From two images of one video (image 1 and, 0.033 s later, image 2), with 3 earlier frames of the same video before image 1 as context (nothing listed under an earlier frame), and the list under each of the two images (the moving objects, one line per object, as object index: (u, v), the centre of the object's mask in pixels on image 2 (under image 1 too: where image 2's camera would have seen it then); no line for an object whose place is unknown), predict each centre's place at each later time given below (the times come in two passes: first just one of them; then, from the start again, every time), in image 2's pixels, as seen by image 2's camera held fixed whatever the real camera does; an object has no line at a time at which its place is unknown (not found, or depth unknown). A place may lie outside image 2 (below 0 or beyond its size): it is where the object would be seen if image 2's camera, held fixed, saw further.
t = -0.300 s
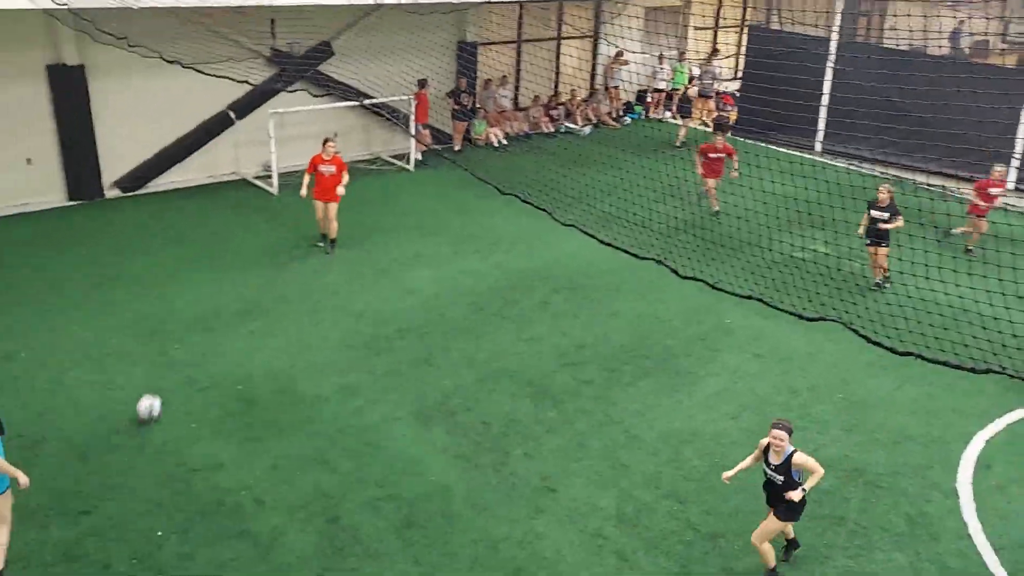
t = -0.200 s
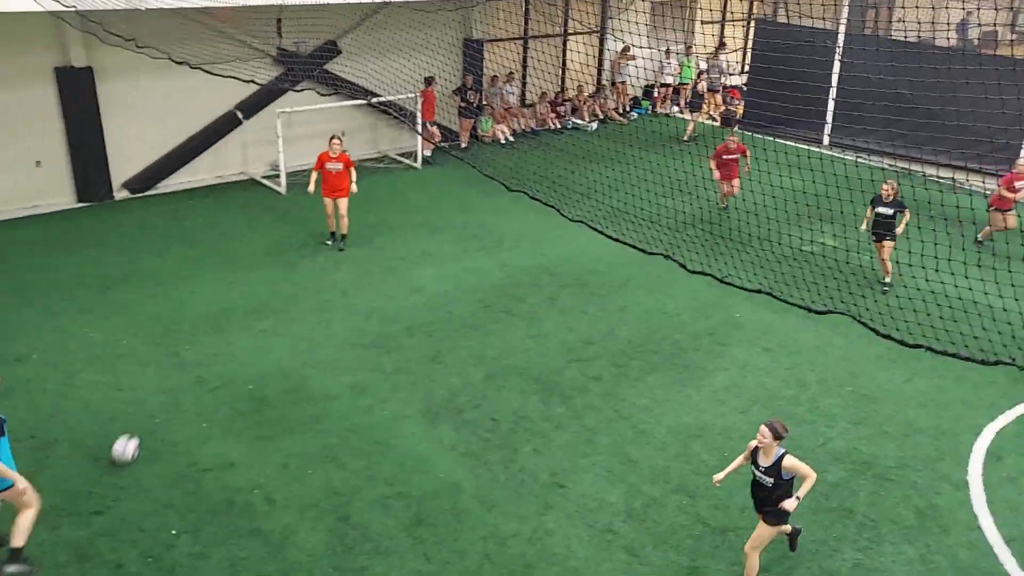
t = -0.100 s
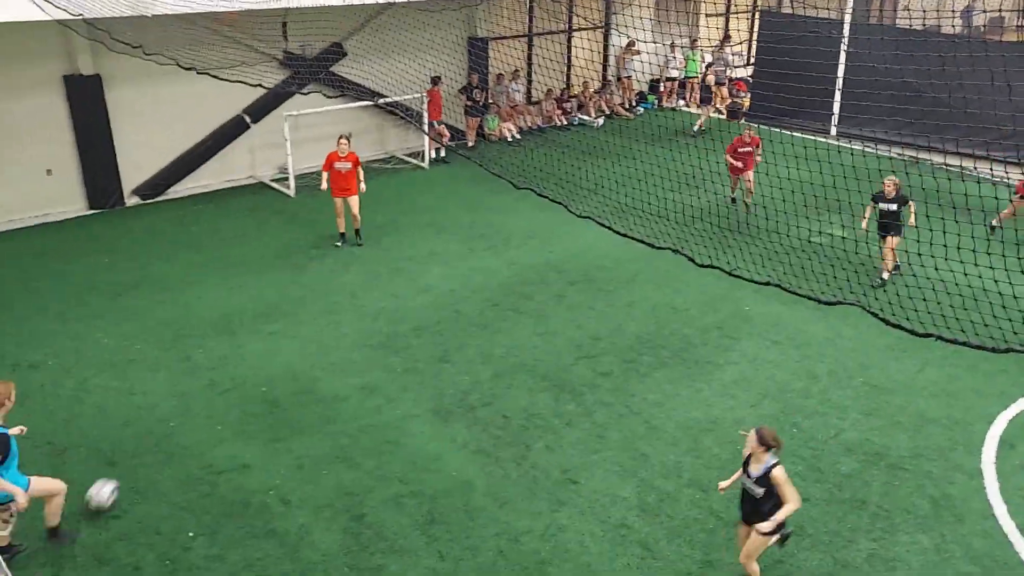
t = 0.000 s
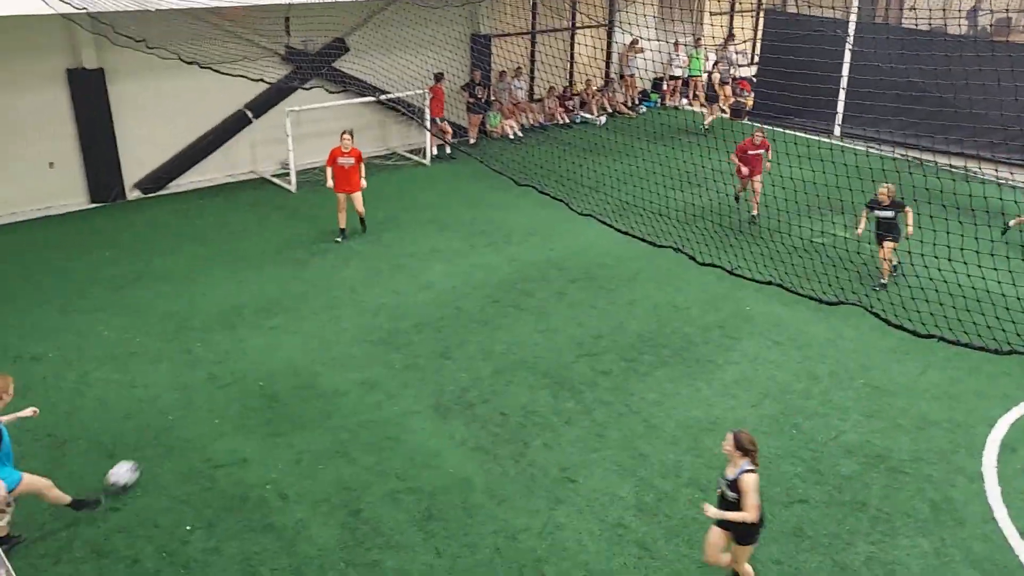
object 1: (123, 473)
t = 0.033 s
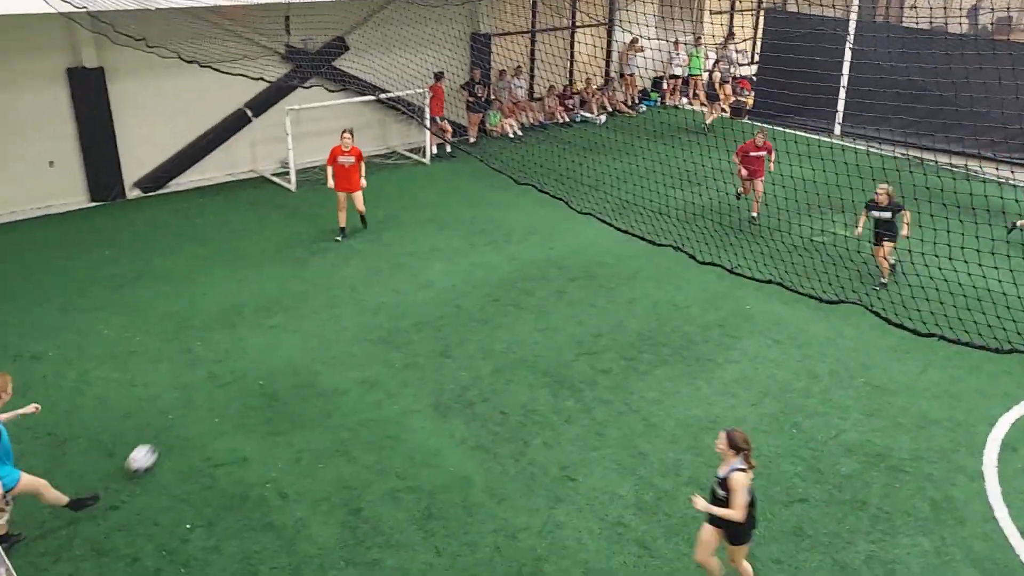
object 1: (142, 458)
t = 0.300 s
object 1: (242, 369)
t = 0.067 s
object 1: (157, 444)
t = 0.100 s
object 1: (172, 430)
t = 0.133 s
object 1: (186, 419)
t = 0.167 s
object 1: (200, 407)
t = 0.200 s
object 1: (213, 398)
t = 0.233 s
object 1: (224, 389)
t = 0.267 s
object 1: (233, 378)
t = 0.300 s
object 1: (242, 369)
